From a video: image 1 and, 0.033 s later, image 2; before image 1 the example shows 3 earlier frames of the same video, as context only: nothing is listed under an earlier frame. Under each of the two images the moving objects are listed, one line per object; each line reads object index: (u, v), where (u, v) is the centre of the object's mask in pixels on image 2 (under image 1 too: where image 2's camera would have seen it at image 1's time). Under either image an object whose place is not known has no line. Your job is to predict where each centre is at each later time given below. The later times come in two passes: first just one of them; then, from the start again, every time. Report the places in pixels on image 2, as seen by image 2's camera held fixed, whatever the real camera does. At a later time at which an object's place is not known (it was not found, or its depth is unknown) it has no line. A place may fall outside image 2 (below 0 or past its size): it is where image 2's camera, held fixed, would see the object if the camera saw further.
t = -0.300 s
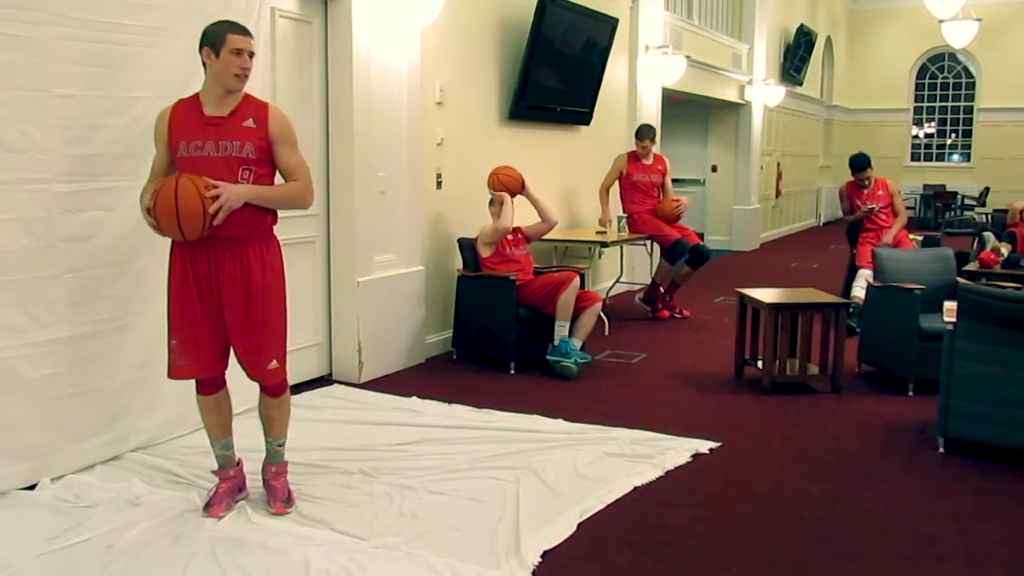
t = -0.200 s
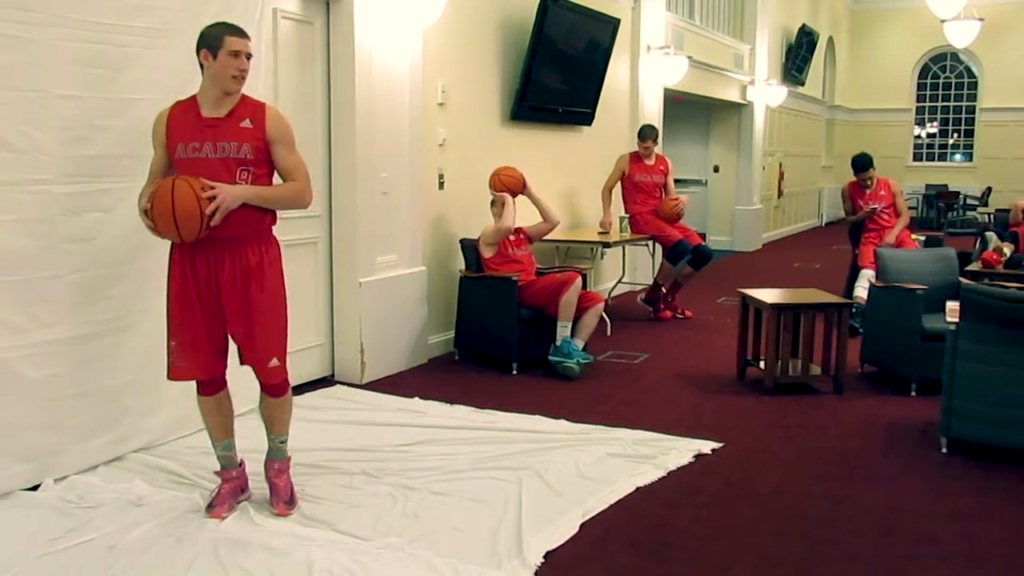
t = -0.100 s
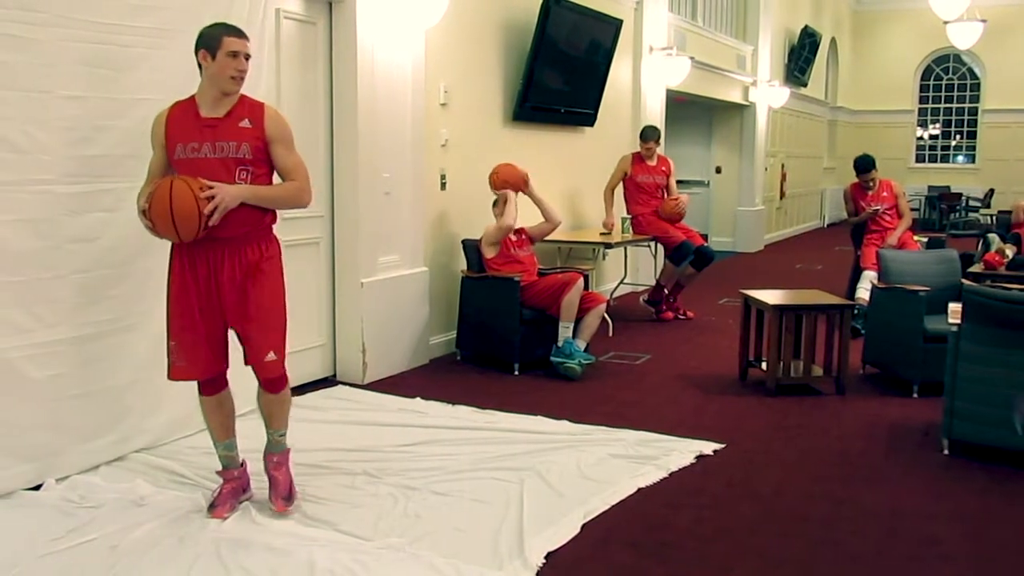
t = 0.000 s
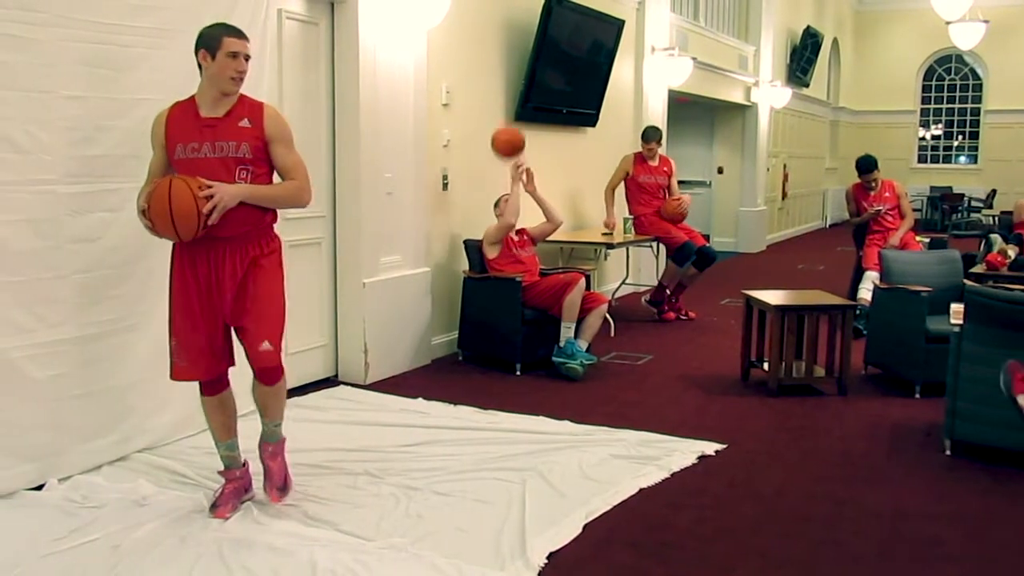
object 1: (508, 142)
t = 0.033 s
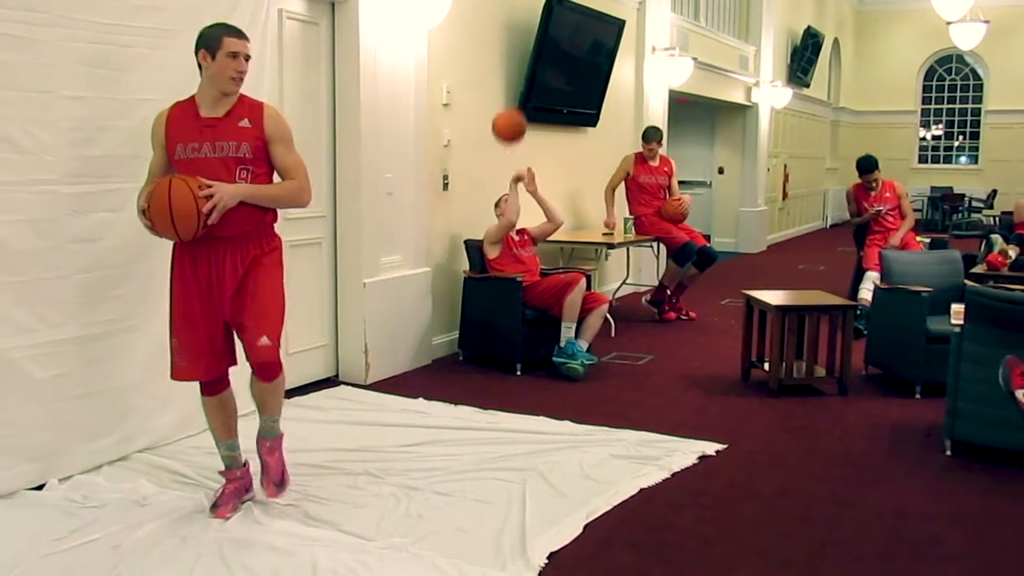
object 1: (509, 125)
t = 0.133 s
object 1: (511, 87)
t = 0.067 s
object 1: (510, 111)
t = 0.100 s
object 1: (511, 99)
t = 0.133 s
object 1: (511, 87)
